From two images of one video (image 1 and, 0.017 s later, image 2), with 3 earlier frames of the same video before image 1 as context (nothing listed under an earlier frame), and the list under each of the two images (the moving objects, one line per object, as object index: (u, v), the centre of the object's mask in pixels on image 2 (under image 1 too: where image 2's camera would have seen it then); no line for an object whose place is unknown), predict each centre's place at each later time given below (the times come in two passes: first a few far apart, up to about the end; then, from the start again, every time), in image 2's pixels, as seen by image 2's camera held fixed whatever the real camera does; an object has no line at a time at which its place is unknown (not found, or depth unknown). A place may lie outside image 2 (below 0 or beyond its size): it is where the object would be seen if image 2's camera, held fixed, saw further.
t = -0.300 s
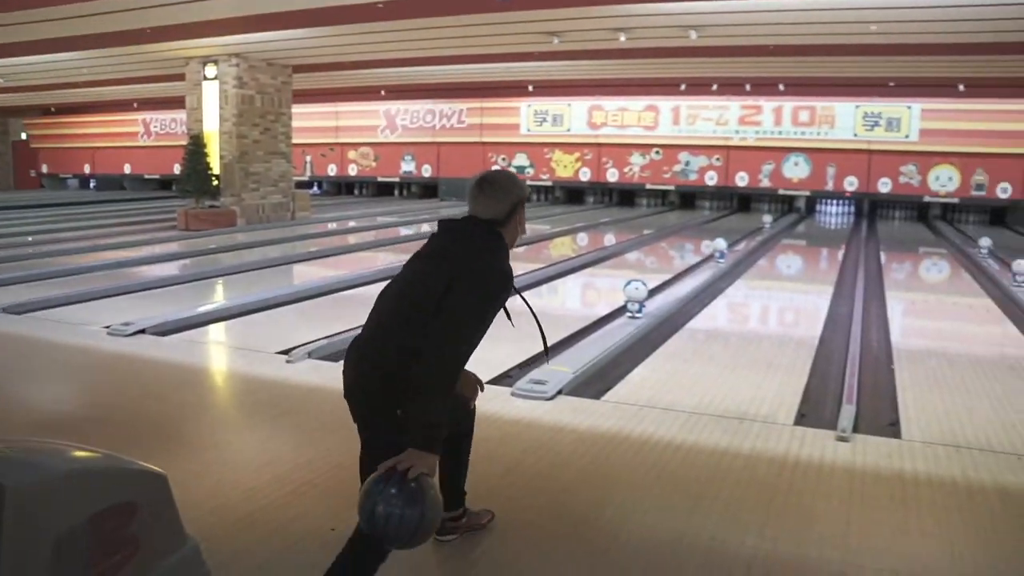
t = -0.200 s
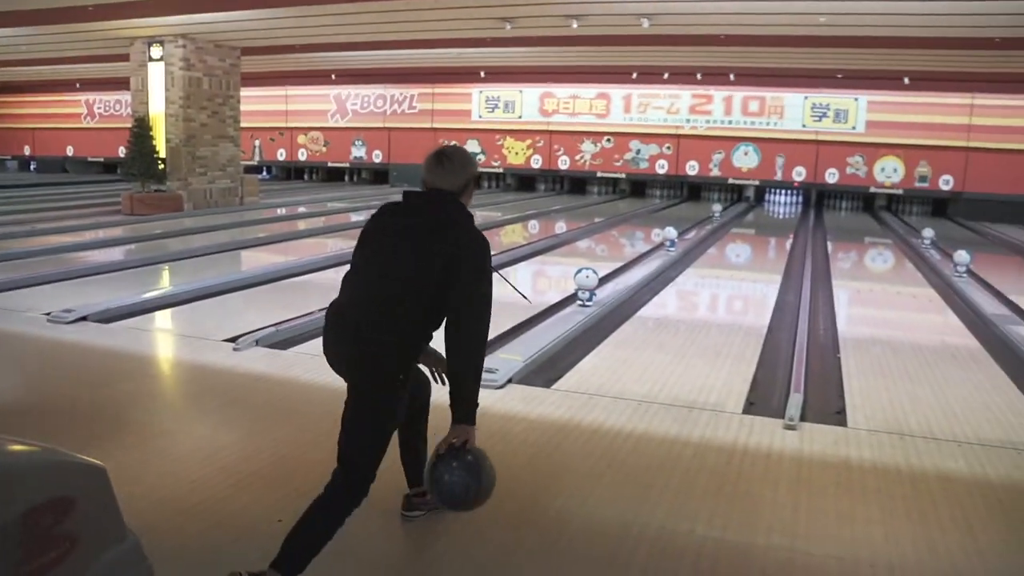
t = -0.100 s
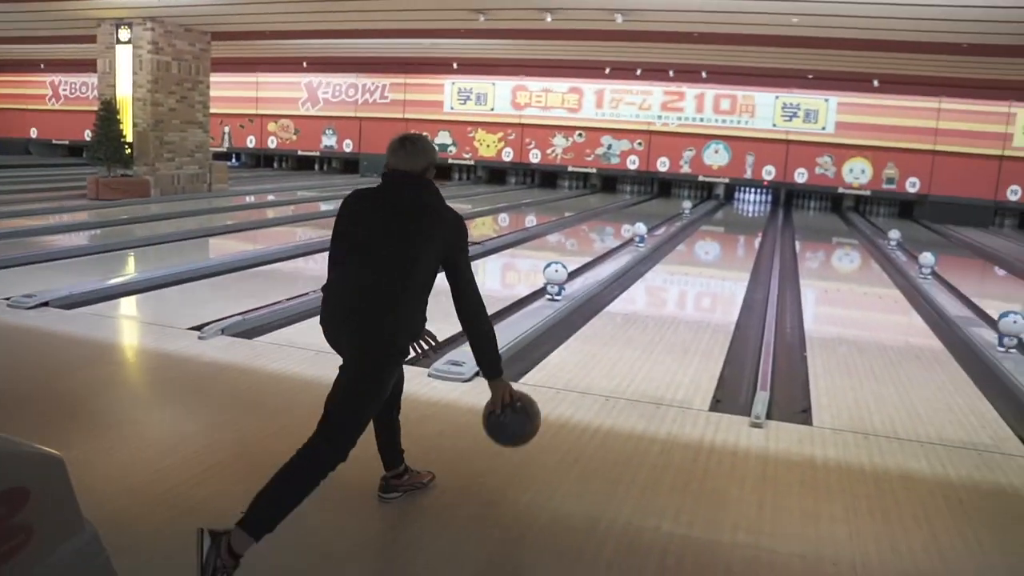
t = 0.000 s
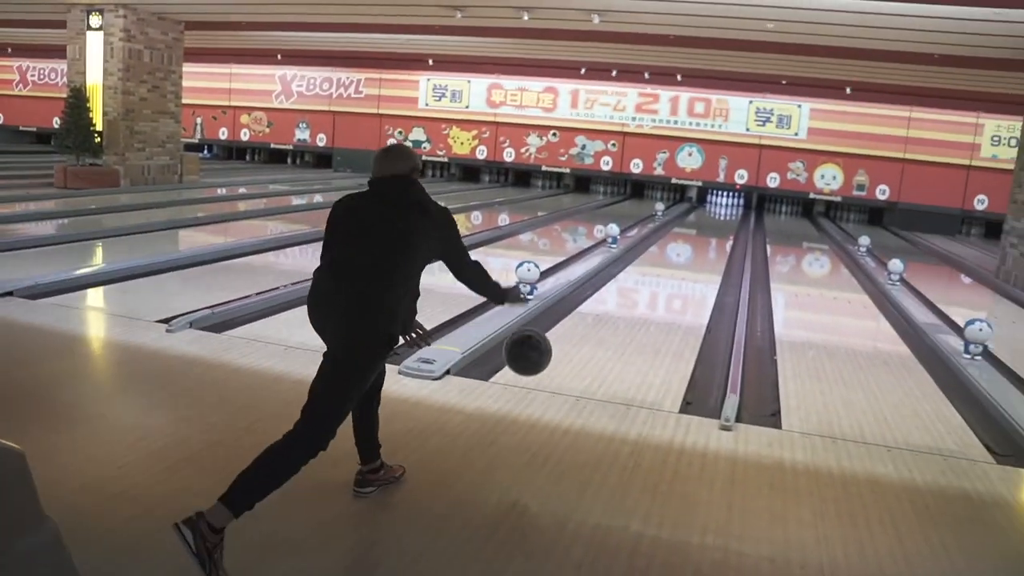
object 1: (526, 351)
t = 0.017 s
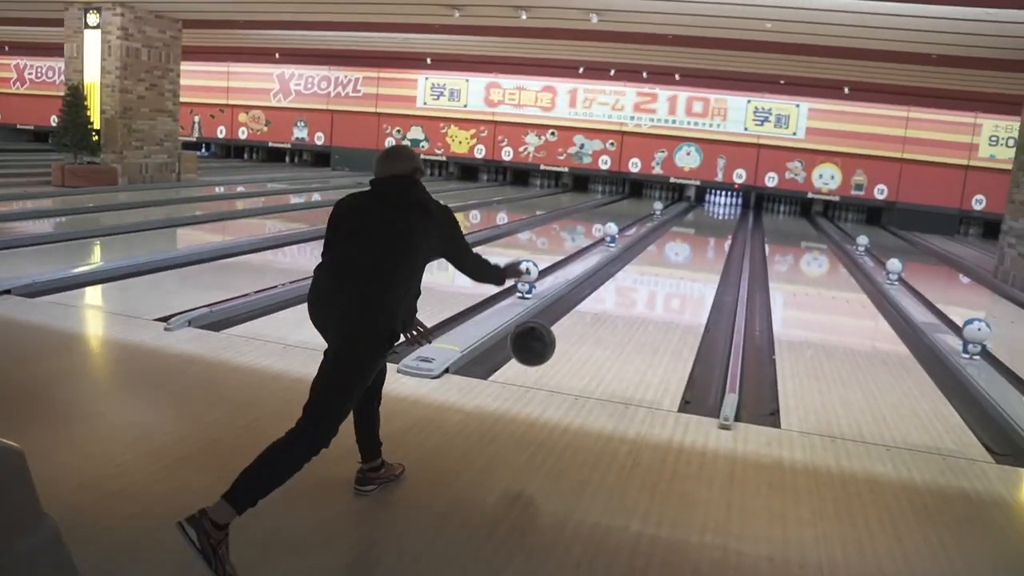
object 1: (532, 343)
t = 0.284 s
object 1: (588, 315)
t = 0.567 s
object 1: (619, 286)
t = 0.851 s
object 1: (638, 260)
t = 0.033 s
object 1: (538, 336)
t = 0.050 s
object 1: (543, 331)
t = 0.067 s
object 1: (548, 325)
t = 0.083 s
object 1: (553, 322)
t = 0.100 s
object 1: (556, 318)
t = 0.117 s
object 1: (560, 316)
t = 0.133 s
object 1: (563, 313)
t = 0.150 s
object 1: (567, 312)
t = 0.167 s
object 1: (570, 311)
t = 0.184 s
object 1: (573, 310)
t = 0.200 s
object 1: (575, 310)
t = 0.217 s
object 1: (579, 311)
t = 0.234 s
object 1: (582, 311)
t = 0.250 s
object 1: (584, 313)
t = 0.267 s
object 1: (586, 314)
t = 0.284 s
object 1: (588, 315)
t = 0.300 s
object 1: (591, 318)
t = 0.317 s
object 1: (592, 321)
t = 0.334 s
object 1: (595, 318)
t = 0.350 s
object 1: (597, 314)
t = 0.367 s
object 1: (599, 310)
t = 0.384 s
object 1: (601, 307)
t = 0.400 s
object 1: (603, 304)
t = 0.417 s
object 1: (605, 302)
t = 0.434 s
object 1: (607, 300)
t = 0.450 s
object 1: (609, 298)
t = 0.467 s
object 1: (610, 297)
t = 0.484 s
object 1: (612, 296)
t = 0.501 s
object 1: (614, 294)
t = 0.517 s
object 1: (615, 292)
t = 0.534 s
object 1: (617, 290)
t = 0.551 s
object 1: (618, 288)
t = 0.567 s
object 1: (619, 286)
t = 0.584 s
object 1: (621, 284)
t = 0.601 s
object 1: (622, 282)
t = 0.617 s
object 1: (623, 280)
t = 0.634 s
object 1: (624, 279)
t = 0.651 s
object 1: (626, 277)
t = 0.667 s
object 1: (627, 276)
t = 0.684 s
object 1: (628, 274)
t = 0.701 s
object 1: (630, 273)
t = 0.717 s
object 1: (630, 271)
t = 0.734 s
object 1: (632, 270)
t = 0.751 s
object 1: (633, 268)
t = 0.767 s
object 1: (633, 267)
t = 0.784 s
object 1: (635, 266)
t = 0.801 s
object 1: (635, 264)
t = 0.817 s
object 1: (636, 263)
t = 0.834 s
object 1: (637, 261)
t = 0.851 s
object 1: (638, 260)
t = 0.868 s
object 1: (639, 259)
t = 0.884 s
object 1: (640, 258)
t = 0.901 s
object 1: (641, 257)
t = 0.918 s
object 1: (642, 256)
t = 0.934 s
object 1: (642, 255)
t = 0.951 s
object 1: (643, 254)
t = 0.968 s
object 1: (643, 253)
